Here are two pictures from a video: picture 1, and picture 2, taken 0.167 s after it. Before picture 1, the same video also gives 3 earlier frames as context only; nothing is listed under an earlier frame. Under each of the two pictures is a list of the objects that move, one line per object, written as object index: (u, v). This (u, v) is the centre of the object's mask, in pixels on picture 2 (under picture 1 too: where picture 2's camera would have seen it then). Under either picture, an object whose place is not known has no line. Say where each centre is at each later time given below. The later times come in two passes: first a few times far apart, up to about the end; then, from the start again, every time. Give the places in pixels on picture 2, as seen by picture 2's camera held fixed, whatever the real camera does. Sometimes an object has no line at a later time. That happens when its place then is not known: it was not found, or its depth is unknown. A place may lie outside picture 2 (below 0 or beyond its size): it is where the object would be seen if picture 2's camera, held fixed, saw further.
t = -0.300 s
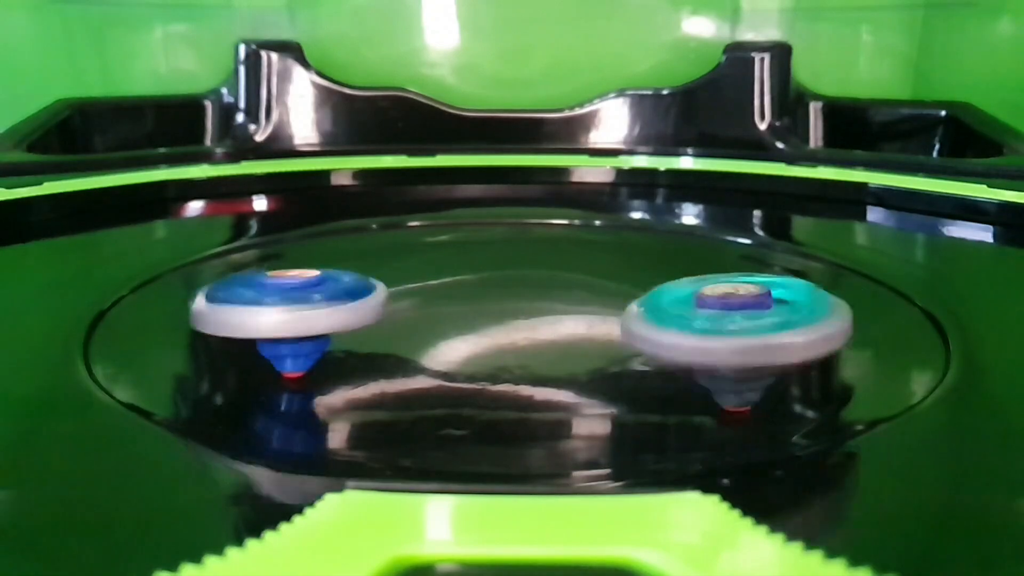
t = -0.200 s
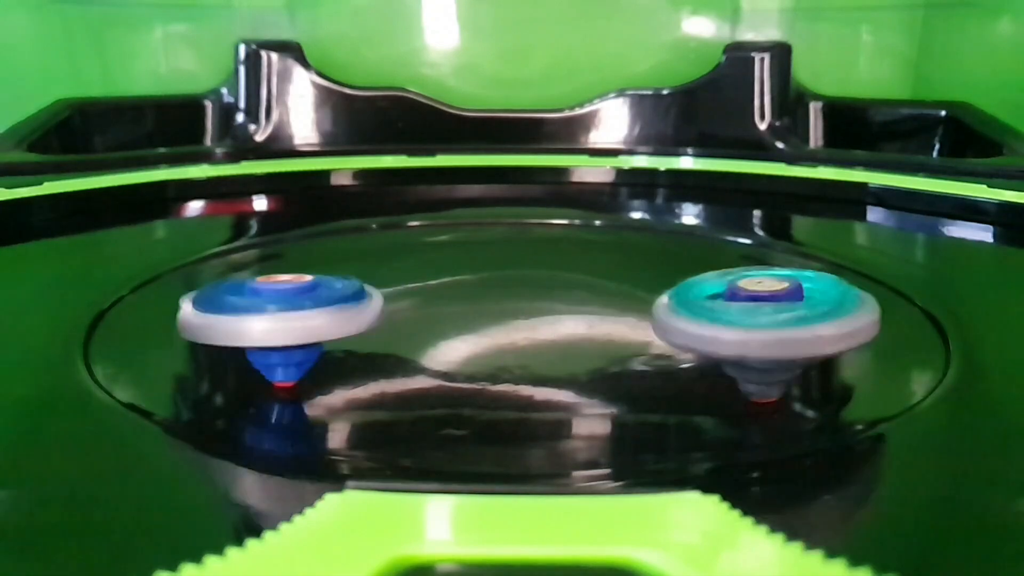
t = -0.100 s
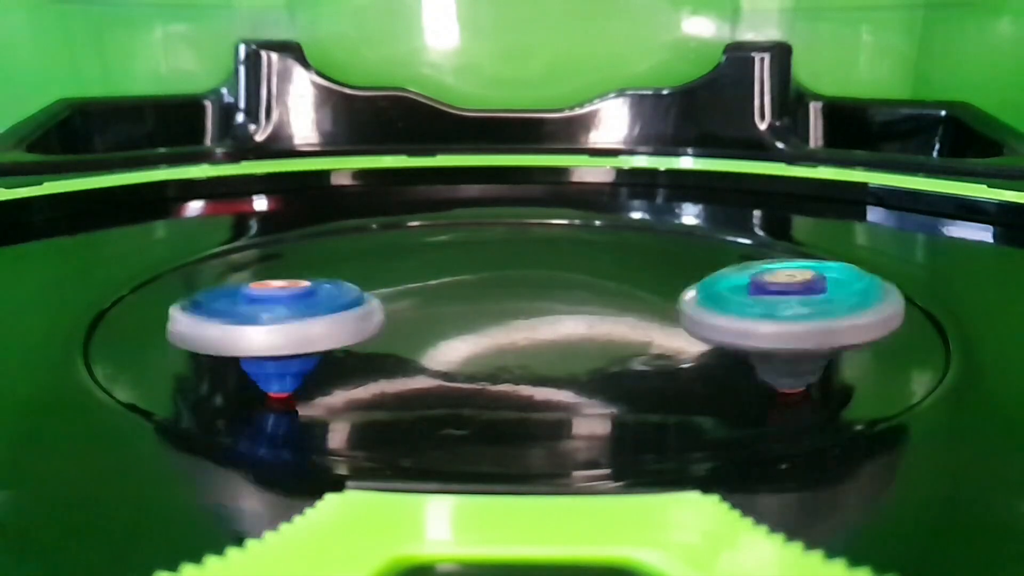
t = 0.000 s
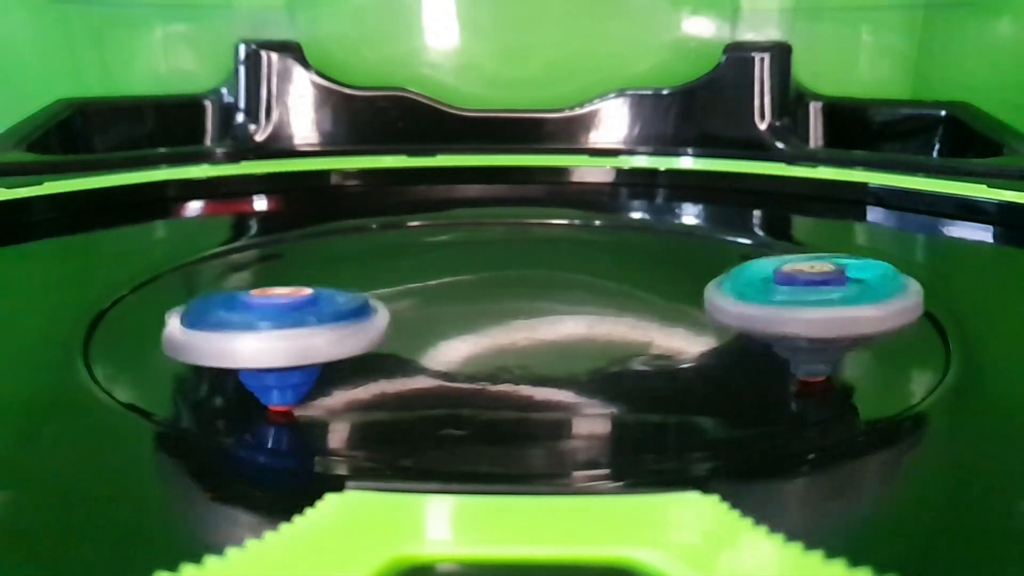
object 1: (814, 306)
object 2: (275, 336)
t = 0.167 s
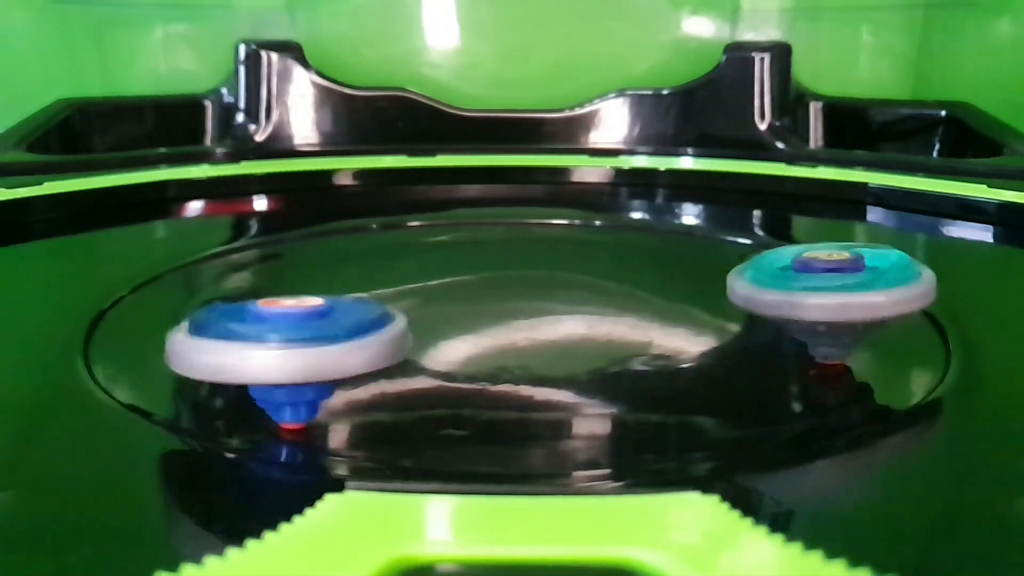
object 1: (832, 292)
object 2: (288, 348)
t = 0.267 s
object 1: (837, 284)
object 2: (305, 357)
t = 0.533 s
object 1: (816, 264)
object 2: (382, 376)
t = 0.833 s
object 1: (765, 247)
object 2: (497, 385)
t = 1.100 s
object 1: (700, 239)
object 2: (605, 379)
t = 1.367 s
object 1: (629, 237)
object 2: (688, 364)
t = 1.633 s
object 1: (556, 238)
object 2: (727, 342)
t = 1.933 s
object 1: (477, 245)
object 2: (722, 315)
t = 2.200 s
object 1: (413, 252)
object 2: (683, 293)
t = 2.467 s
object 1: (355, 263)
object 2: (627, 276)
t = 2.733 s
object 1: (308, 280)
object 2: (563, 261)
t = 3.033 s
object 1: (279, 298)
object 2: (486, 249)
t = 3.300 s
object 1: (290, 320)
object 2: (417, 240)
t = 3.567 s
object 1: (337, 338)
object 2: (347, 234)
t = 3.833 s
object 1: (414, 351)
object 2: (283, 235)
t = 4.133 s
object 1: (534, 355)
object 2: (215, 239)
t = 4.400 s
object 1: (624, 343)
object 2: (171, 251)
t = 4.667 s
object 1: (675, 323)
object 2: (151, 268)
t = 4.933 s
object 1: (686, 303)
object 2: (168, 291)
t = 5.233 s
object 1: (661, 280)
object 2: (232, 316)
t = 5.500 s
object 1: (620, 263)
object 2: (330, 335)
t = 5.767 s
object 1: (571, 249)
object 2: (444, 341)
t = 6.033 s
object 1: (518, 238)
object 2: (545, 331)
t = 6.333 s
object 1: (453, 233)
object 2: (622, 309)
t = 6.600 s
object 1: (396, 233)
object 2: (651, 283)
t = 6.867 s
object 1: (347, 236)
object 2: (653, 259)
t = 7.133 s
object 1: (306, 245)
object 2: (632, 237)
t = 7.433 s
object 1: (280, 262)
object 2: (594, 217)
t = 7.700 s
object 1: (283, 282)
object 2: (550, 205)
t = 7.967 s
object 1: (321, 304)
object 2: (501, 198)
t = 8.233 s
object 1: (395, 319)
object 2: (452, 197)
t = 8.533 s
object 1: (495, 324)
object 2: (401, 202)
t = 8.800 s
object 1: (579, 318)
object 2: (358, 215)
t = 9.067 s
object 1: (637, 306)
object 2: (331, 232)
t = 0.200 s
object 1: (834, 289)
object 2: (293, 351)
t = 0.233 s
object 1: (836, 287)
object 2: (299, 354)
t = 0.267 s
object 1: (837, 284)
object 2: (305, 357)
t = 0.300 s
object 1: (836, 282)
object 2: (311, 358)
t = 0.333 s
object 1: (835, 278)
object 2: (318, 362)
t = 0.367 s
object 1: (832, 275)
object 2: (327, 364)
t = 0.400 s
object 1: (830, 273)
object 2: (337, 367)
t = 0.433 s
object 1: (829, 272)
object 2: (342, 369)
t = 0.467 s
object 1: (825, 268)
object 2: (354, 371)
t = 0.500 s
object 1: (820, 266)
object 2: (369, 373)
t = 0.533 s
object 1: (816, 264)
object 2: (382, 376)
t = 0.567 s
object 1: (813, 262)
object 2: (388, 377)
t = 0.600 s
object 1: (807, 259)
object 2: (401, 378)
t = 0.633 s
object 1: (801, 256)
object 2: (416, 381)
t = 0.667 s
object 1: (795, 254)
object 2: (432, 381)
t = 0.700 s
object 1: (792, 254)
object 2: (439, 383)
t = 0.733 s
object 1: (784, 250)
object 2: (455, 384)
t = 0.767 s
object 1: (777, 248)
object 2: (471, 383)
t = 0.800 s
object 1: (769, 248)
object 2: (486, 384)
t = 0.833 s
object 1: (765, 247)
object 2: (497, 385)
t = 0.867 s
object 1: (757, 246)
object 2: (512, 384)
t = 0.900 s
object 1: (748, 244)
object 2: (527, 385)
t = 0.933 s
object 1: (739, 245)
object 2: (543, 384)
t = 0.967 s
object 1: (735, 244)
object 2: (552, 383)
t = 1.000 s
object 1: (727, 244)
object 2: (567, 383)
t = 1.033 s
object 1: (716, 241)
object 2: (585, 382)
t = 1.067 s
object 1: (706, 240)
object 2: (598, 380)
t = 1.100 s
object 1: (700, 239)
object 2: (605, 379)
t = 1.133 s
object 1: (690, 238)
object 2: (618, 378)
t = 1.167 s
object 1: (681, 238)
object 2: (632, 376)
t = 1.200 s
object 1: (670, 237)
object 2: (644, 374)
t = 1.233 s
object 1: (664, 238)
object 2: (650, 373)
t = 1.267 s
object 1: (655, 236)
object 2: (662, 371)
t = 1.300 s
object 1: (645, 236)
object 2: (673, 368)
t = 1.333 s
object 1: (635, 235)
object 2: (684, 365)
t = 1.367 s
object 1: (629, 237)
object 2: (688, 364)
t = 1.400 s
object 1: (618, 236)
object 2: (696, 360)
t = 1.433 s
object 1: (608, 237)
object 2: (703, 358)
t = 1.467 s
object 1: (597, 237)
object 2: (710, 355)
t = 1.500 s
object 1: (592, 236)
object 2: (714, 353)
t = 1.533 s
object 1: (582, 237)
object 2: (718, 351)
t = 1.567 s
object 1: (571, 238)
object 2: (723, 347)
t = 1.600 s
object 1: (561, 238)
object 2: (726, 343)
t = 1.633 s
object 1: (556, 238)
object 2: (727, 342)
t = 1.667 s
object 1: (546, 240)
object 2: (730, 338)
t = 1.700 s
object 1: (536, 240)
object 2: (731, 335)
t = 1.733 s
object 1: (526, 240)
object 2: (731, 332)
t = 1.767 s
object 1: (521, 241)
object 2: (730, 330)
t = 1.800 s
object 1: (511, 242)
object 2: (729, 326)
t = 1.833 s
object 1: (501, 243)
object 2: (729, 324)
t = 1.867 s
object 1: (492, 244)
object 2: (727, 320)
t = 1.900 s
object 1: (487, 244)
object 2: (725, 318)
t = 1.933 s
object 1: (477, 245)
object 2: (722, 315)
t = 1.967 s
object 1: (467, 246)
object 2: (718, 312)
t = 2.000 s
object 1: (458, 247)
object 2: (713, 309)
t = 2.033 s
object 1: (453, 248)
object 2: (711, 306)
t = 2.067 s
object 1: (444, 250)
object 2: (704, 304)
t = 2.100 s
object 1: (435, 250)
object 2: (699, 301)
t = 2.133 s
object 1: (426, 251)
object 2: (693, 298)
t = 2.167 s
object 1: (422, 251)
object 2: (690, 297)
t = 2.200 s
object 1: (413, 252)
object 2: (683, 293)
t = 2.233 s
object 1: (404, 254)
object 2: (675, 290)
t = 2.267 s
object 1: (395, 256)
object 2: (667, 288)
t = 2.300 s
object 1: (391, 257)
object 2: (665, 286)
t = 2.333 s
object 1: (383, 258)
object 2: (656, 283)
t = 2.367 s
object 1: (375, 260)
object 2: (648, 282)
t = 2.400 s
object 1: (367, 262)
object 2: (639, 279)
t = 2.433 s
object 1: (363, 262)
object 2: (635, 278)
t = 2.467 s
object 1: (355, 263)
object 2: (627, 276)
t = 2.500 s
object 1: (348, 266)
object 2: (618, 273)
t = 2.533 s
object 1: (341, 268)
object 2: (609, 271)
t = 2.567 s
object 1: (338, 268)
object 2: (604, 270)
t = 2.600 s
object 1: (331, 269)
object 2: (595, 268)
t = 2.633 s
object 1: (325, 271)
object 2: (586, 266)
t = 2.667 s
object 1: (317, 276)
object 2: (577, 264)
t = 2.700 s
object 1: (314, 278)
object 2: (572, 263)
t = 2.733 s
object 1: (308, 280)
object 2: (563, 261)
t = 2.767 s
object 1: (303, 281)
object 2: (554, 259)
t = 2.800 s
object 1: (299, 283)
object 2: (544, 258)
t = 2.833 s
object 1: (296, 284)
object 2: (540, 257)
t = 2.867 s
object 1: (291, 288)
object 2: (530, 255)
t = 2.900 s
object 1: (288, 289)
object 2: (519, 254)
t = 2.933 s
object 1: (285, 292)
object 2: (510, 252)
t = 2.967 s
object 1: (284, 293)
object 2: (506, 251)
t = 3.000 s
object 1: (281, 297)
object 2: (496, 250)
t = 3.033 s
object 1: (279, 298)
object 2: (486, 249)
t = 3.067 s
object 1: (279, 302)
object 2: (476, 247)
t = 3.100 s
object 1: (279, 303)
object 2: (472, 247)
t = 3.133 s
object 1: (279, 306)
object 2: (462, 245)
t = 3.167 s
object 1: (280, 309)
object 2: (452, 244)
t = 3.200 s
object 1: (282, 311)
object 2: (441, 243)
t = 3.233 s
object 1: (283, 313)
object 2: (437, 242)
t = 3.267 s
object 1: (287, 315)
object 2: (426, 240)
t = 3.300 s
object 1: (290, 320)
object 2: (417, 240)
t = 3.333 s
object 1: (295, 321)
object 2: (407, 239)
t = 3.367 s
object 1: (297, 323)
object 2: (401, 238)
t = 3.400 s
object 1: (303, 326)
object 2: (392, 237)
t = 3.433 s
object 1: (308, 329)
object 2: (382, 236)
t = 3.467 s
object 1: (315, 332)
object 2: (372, 236)
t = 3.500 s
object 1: (319, 332)
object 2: (366, 235)
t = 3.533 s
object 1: (327, 336)
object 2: (356, 235)
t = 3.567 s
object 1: (337, 338)
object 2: (347, 234)
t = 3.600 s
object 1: (346, 341)
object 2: (337, 234)
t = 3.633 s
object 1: (351, 341)
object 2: (333, 234)
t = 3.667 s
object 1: (362, 343)
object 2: (323, 234)
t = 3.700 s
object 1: (373, 346)
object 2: (314, 233)
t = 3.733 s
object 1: (384, 347)
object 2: (304, 234)
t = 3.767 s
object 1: (390, 348)
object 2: (300, 234)
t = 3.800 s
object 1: (403, 348)
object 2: (291, 234)
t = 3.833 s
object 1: (414, 351)
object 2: (283, 235)
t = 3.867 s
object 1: (430, 353)
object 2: (273, 234)
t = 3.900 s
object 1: (436, 353)
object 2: (269, 235)
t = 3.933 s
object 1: (451, 354)
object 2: (261, 235)
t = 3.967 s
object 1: (466, 354)
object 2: (252, 235)
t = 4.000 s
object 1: (481, 356)
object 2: (243, 236)
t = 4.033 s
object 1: (490, 356)
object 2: (239, 236)
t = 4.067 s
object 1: (504, 355)
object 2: (230, 237)
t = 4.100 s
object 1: (519, 354)
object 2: (222, 238)
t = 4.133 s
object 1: (534, 355)
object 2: (215, 239)
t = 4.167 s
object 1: (541, 355)
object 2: (211, 240)
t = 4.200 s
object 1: (556, 353)
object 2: (204, 241)
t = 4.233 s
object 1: (569, 352)
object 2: (197, 243)
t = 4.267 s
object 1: (583, 350)
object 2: (190, 244)
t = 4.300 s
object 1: (589, 349)
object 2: (188, 245)
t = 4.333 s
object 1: (602, 348)
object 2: (182, 247)
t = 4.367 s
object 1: (614, 344)
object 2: (176, 249)
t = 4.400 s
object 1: (624, 343)
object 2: (171, 251)
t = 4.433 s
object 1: (629, 343)
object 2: (169, 252)
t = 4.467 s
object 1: (639, 340)
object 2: (165, 254)
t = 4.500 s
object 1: (648, 337)
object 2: (162, 256)
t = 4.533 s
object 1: (656, 334)
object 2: (158, 258)
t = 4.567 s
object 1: (659, 332)
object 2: (156, 259)
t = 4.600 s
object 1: (664, 330)
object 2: (154, 261)
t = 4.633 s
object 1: (671, 327)
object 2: (152, 264)
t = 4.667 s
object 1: (675, 323)
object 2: (151, 268)
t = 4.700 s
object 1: (677, 322)
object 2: (151, 269)
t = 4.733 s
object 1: (680, 319)
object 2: (151, 271)
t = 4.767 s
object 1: (683, 316)
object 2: (152, 274)
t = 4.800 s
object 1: (685, 313)
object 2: (154, 278)
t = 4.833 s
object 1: (685, 310)
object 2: (156, 279)
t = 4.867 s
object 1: (686, 309)
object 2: (160, 283)
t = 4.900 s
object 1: (686, 306)
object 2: (163, 287)
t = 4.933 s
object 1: (686, 303)
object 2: (168, 291)
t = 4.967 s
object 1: (685, 300)
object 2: (171, 292)
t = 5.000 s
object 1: (684, 299)
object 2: (177, 296)
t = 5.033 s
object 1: (680, 294)
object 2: (184, 298)
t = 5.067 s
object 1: (677, 291)
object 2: (192, 303)
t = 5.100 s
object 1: (676, 290)
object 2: (196, 305)
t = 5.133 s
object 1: (672, 285)
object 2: (205, 307)
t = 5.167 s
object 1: (667, 284)
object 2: (214, 312)
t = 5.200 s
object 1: (663, 281)
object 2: (225, 314)
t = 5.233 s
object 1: (661, 280)
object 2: (232, 316)
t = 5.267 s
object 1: (656, 276)
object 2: (244, 320)
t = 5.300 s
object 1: (650, 274)
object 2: (257, 322)
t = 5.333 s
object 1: (645, 272)
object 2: (270, 325)
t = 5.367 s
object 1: (642, 270)
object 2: (278, 327)
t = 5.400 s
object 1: (636, 268)
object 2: (293, 329)
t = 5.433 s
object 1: (630, 265)
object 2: (307, 332)
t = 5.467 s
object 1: (623, 264)
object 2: (323, 334)
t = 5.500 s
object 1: (620, 263)
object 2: (330, 335)
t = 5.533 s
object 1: (614, 261)
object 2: (346, 336)
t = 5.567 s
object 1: (608, 259)
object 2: (362, 337)
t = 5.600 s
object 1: (600, 256)
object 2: (379, 339)
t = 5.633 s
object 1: (597, 256)
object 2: (385, 339)
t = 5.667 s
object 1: (590, 254)
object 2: (402, 340)
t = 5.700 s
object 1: (583, 252)
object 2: (418, 340)
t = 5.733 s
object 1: (575, 250)
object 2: (435, 339)
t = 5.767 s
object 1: (571, 249)
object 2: (444, 341)
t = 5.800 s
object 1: (564, 248)
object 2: (460, 340)
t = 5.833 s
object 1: (557, 246)
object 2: (475, 339)
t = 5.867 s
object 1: (550, 244)
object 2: (490, 339)
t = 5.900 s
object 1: (546, 242)
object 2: (498, 337)
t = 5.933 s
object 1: (538, 240)
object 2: (511, 336)
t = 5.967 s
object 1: (530, 239)
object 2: (526, 335)
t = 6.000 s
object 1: (522, 238)
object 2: (539, 333)
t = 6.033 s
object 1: (518, 238)
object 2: (545, 331)
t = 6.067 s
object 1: (510, 236)
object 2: (558, 329)
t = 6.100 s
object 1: (501, 237)
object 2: (569, 327)
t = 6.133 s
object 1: (493, 237)
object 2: (580, 324)
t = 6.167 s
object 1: (489, 237)
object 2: (585, 323)
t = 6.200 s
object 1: (481, 236)
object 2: (594, 320)
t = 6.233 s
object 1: (473, 235)
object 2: (603, 317)
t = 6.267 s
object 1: (465, 234)
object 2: (611, 313)
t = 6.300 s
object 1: (461, 234)
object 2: (615, 312)
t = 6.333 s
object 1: (453, 233)
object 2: (622, 309)
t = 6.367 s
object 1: (445, 233)
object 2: (629, 305)
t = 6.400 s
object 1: (436, 233)
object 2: (634, 301)
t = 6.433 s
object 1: (432, 233)
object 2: (636, 299)
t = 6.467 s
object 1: (424, 233)
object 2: (641, 296)
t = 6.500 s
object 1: (416, 232)
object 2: (645, 292)
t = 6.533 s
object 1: (408, 232)
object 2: (648, 289)
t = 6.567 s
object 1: (404, 233)
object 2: (649, 287)
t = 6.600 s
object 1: (396, 233)
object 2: (651, 283)
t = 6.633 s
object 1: (389, 234)
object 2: (652, 280)
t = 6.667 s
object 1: (385, 232)
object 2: (654, 278)
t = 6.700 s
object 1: (378, 233)
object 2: (655, 274)
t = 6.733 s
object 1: (370, 233)
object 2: (655, 271)
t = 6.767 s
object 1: (363, 235)
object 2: (655, 268)
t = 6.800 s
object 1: (357, 234)
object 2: (654, 264)
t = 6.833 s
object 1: (353, 235)
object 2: (654, 263)
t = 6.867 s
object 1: (347, 236)
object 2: (653, 259)
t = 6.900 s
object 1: (340, 237)
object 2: (651, 256)
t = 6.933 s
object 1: (333, 237)
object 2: (648, 254)
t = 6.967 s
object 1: (331, 238)
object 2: (647, 251)
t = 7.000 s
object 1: (325, 239)
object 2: (644, 248)
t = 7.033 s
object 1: (319, 242)
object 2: (642, 245)
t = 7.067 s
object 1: (316, 242)
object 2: (640, 244)
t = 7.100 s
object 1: (311, 243)
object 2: (636, 241)
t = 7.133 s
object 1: (306, 245)
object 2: (632, 237)
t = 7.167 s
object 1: (302, 248)
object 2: (629, 235)
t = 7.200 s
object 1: (297, 250)
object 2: (624, 232)
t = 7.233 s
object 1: (295, 251)
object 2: (622, 231)
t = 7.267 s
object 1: (291, 252)
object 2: (617, 229)
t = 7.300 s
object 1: (288, 254)
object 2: (613, 225)
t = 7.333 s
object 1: (285, 257)
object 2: (607, 223)
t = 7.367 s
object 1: (284, 258)
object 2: (605, 222)
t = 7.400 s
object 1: (281, 259)
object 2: (600, 220)
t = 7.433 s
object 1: (280, 262)
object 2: (594, 217)
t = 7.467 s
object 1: (279, 263)
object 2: (591, 216)
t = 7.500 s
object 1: (277, 267)
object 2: (585, 215)
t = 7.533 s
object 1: (277, 269)
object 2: (579, 213)
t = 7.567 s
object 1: (277, 272)
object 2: (573, 211)
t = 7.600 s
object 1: (279, 275)
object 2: (566, 209)
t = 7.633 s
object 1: (279, 277)
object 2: (563, 208)
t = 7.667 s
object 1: (281, 280)
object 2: (557, 206)
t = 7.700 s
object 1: (283, 282)
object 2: (550, 205)
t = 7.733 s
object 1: (286, 285)
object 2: (543, 204)
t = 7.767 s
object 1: (288, 287)
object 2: (540, 203)
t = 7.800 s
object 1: (292, 291)
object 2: (533, 202)
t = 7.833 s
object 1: (297, 293)
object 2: (526, 201)
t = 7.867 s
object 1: (300, 294)
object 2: (522, 200)
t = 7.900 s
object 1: (306, 297)
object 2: (515, 199)
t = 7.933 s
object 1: (314, 300)
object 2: (508, 198)
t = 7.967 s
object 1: (321, 304)
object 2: (501, 198)
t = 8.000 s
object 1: (330, 305)
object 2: (493, 198)
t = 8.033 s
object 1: (335, 306)
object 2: (489, 197)
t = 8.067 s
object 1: (344, 310)
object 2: (482, 197)
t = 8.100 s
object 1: (354, 312)
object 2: (475, 196)
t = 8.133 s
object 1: (365, 315)
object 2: (469, 196)
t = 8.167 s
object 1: (370, 314)
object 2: (465, 196)
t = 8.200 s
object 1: (380, 316)
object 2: (459, 196)
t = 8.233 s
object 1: (395, 319)
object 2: (452, 197)
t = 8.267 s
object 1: (400, 320)
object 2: (449, 197)
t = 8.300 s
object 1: (411, 324)
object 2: (443, 197)
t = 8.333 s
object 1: (422, 326)
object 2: (436, 198)
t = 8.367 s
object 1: (432, 332)
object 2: (429, 198)
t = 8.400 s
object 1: (440, 334)
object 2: (423, 198)
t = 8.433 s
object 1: (443, 336)
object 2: (419, 199)
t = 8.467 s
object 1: (450, 337)
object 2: (413, 200)
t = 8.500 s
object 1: (483, 324)
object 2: (407, 201)
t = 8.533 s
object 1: (495, 324)
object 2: (401, 202)
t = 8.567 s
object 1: (503, 325)
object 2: (397, 203)
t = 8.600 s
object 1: (514, 324)
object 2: (392, 204)
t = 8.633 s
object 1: (527, 323)
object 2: (385, 206)
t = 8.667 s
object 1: (533, 322)
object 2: (383, 207)
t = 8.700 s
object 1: (544, 322)
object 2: (377, 208)
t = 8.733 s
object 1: (557, 321)
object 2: (370, 210)
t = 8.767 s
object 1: (568, 319)
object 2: (364, 213)
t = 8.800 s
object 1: (579, 318)
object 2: (358, 215)
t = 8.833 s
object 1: (584, 317)
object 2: (355, 216)
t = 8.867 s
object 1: (594, 316)
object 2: (350, 218)
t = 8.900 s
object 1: (604, 314)
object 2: (345, 221)
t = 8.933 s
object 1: (612, 311)
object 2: (341, 223)
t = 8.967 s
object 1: (617, 310)
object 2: (338, 225)
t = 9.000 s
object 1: (624, 308)
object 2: (335, 227)
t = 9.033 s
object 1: (632, 306)
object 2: (332, 230)
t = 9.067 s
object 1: (637, 306)
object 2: (331, 232)
